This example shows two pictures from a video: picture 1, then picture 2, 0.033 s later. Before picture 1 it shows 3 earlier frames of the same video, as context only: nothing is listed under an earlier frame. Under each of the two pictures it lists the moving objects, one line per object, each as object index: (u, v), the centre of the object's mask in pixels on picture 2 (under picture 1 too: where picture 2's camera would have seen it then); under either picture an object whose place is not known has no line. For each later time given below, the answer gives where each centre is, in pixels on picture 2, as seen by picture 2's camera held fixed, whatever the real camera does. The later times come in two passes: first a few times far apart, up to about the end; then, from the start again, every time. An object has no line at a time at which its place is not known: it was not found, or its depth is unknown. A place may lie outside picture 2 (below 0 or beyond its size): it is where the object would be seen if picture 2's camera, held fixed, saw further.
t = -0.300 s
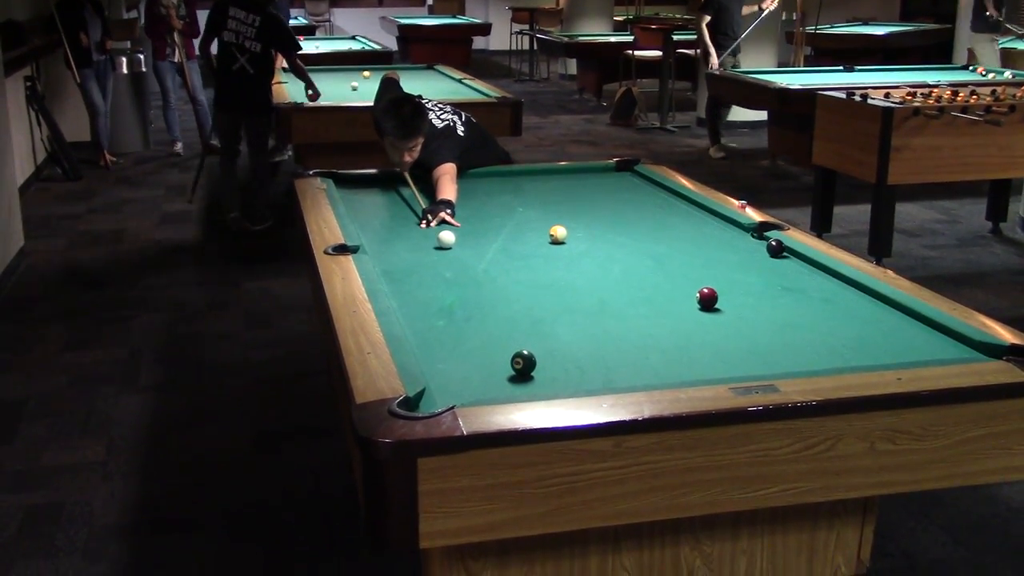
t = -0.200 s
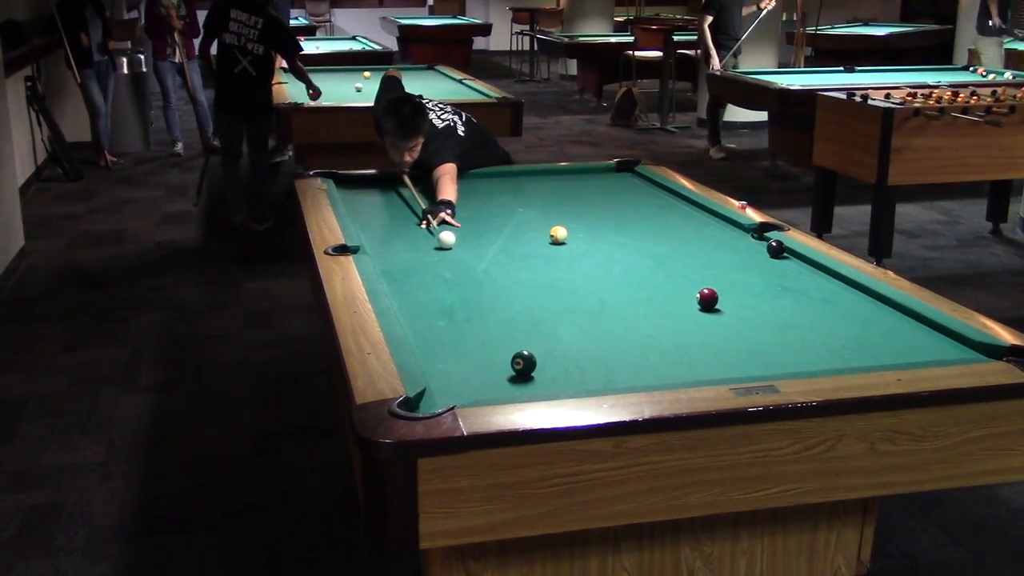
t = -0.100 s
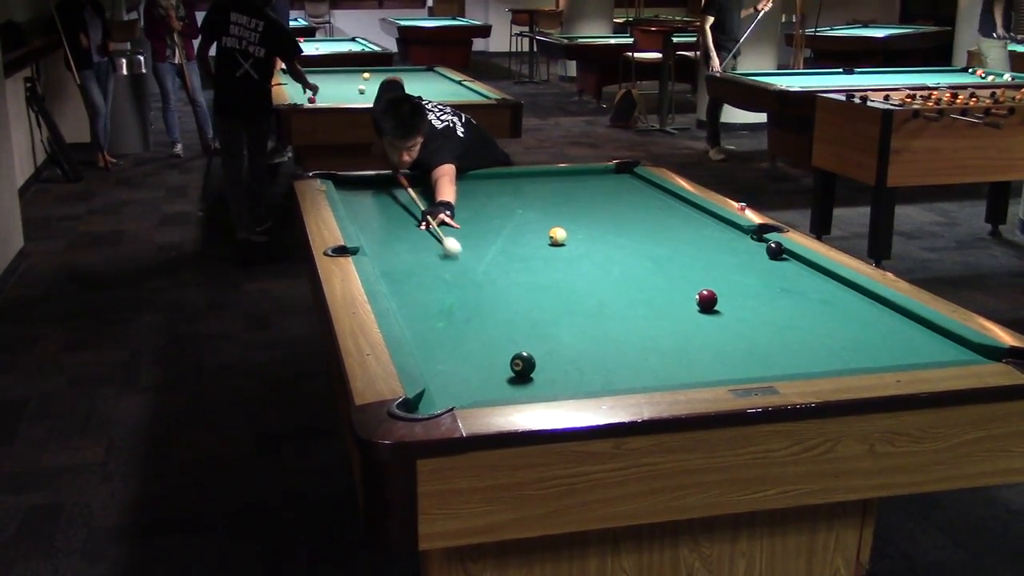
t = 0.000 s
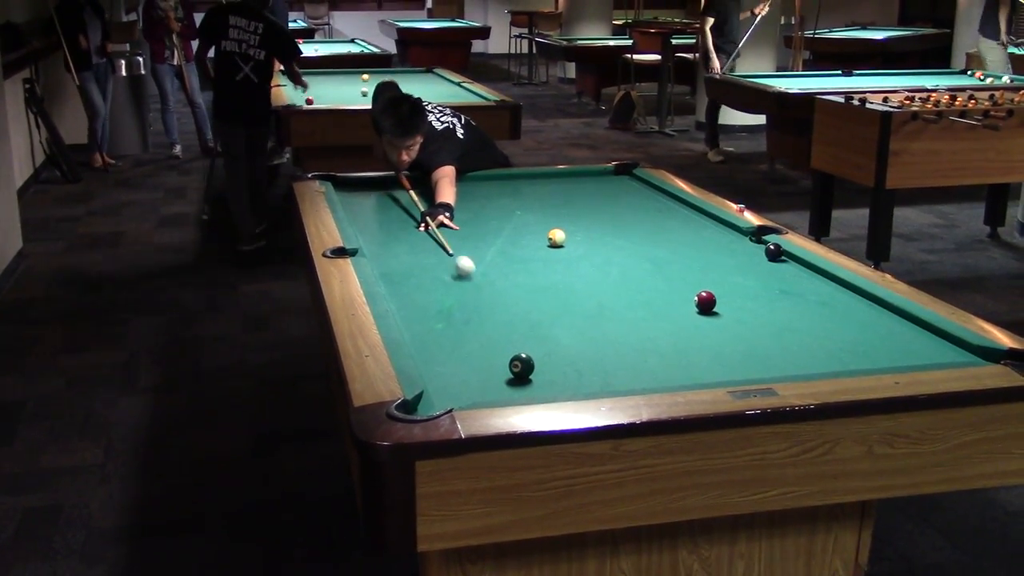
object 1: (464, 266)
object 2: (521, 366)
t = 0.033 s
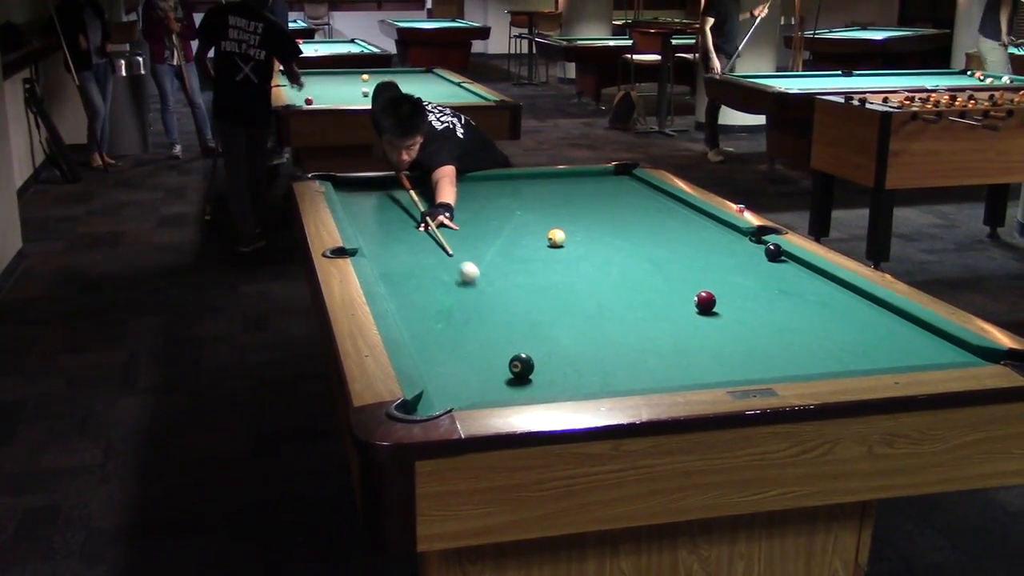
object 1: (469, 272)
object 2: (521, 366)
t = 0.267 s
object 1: (499, 310)
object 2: (521, 366)
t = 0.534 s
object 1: (531, 346)
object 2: (521, 366)
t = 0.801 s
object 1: (591, 381)
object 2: (503, 370)
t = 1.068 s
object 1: (635, 368)
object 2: (480, 375)
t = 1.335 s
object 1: (667, 346)
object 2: (459, 380)
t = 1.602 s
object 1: (695, 328)
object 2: (441, 385)
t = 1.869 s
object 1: (719, 312)
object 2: (441, 386)
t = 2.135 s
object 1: (740, 298)
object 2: (447, 386)
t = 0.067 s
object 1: (473, 278)
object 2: (521, 366)
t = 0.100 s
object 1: (478, 283)
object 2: (521, 366)
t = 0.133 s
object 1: (482, 289)
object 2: (521, 366)
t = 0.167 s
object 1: (487, 294)
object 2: (521, 366)
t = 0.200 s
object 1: (491, 300)
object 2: (521, 366)
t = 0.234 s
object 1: (495, 305)
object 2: (521, 366)
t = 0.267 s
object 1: (499, 310)
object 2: (521, 366)
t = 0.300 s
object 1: (503, 314)
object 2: (521, 366)
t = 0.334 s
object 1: (506, 319)
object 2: (521, 366)
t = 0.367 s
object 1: (510, 323)
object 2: (521, 366)
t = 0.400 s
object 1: (514, 327)
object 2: (521, 366)
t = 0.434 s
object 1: (518, 332)
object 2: (521, 366)
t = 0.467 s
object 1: (522, 336)
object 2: (521, 366)
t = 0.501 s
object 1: (526, 341)
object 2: (521, 366)
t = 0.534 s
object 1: (531, 346)
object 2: (521, 366)
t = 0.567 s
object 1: (535, 350)
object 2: (520, 366)
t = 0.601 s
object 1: (539, 356)
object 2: (520, 366)
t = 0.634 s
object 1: (546, 361)
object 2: (519, 366)
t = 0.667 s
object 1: (555, 365)
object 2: (516, 367)
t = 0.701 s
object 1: (563, 370)
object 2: (512, 368)
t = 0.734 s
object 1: (573, 374)
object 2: (509, 369)
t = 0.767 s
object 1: (582, 378)
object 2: (506, 369)
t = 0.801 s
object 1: (591, 381)
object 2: (503, 370)
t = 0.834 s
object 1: (600, 383)
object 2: (500, 371)
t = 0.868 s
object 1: (607, 382)
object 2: (497, 372)
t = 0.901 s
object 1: (612, 380)
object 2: (494, 372)
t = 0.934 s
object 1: (617, 378)
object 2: (491, 373)
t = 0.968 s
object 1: (622, 376)
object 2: (488, 374)
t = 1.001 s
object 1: (626, 374)
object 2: (485, 374)
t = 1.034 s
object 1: (631, 371)
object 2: (483, 375)
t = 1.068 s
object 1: (635, 368)
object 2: (480, 375)
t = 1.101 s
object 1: (639, 365)
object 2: (477, 376)
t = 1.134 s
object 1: (644, 362)
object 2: (474, 377)
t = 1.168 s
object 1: (648, 360)
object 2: (472, 377)
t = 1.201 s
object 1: (652, 357)
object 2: (469, 378)
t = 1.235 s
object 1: (656, 354)
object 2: (466, 379)
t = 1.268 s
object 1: (660, 351)
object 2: (464, 379)
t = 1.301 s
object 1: (664, 349)
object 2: (461, 380)
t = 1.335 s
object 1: (667, 346)
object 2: (459, 380)
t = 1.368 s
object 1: (671, 344)
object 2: (456, 381)
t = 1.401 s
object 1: (675, 342)
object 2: (454, 382)
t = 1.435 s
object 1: (678, 339)
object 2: (452, 382)
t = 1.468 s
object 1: (682, 337)
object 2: (449, 383)
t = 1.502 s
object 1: (685, 335)
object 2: (447, 383)
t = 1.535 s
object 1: (688, 332)
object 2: (445, 384)
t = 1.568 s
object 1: (692, 330)
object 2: (443, 384)
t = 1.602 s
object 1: (695, 328)
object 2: (441, 385)
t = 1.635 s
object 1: (698, 326)
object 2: (438, 385)
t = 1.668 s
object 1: (701, 324)
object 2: (436, 386)
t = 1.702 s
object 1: (704, 322)
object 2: (436, 386)
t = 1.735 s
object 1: (707, 320)
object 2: (437, 386)
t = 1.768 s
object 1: (710, 318)
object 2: (438, 386)
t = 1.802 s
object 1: (713, 316)
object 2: (439, 386)
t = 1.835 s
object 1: (716, 314)
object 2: (440, 386)
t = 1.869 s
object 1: (719, 312)
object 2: (441, 386)
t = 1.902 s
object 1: (721, 310)
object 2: (442, 386)
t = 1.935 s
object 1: (724, 309)
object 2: (443, 386)
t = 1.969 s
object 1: (727, 307)
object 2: (443, 386)
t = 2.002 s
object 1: (730, 305)
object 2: (444, 386)
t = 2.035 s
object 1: (732, 303)
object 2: (445, 386)
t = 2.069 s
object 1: (735, 302)
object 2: (446, 386)
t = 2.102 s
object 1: (737, 300)
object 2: (446, 386)
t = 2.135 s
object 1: (740, 298)
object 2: (447, 386)
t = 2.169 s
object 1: (742, 297)
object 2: (448, 386)
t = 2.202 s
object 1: (745, 295)
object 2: (448, 386)
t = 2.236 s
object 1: (747, 294)
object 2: (448, 386)
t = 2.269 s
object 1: (749, 292)
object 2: (448, 386)
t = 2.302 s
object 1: (752, 291)
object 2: (449, 386)
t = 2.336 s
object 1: (754, 289)
